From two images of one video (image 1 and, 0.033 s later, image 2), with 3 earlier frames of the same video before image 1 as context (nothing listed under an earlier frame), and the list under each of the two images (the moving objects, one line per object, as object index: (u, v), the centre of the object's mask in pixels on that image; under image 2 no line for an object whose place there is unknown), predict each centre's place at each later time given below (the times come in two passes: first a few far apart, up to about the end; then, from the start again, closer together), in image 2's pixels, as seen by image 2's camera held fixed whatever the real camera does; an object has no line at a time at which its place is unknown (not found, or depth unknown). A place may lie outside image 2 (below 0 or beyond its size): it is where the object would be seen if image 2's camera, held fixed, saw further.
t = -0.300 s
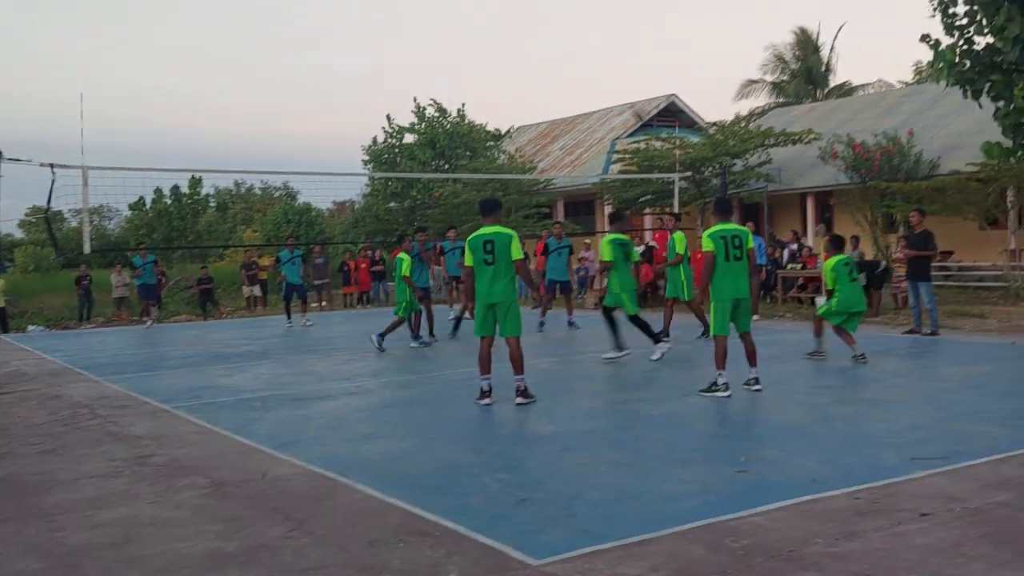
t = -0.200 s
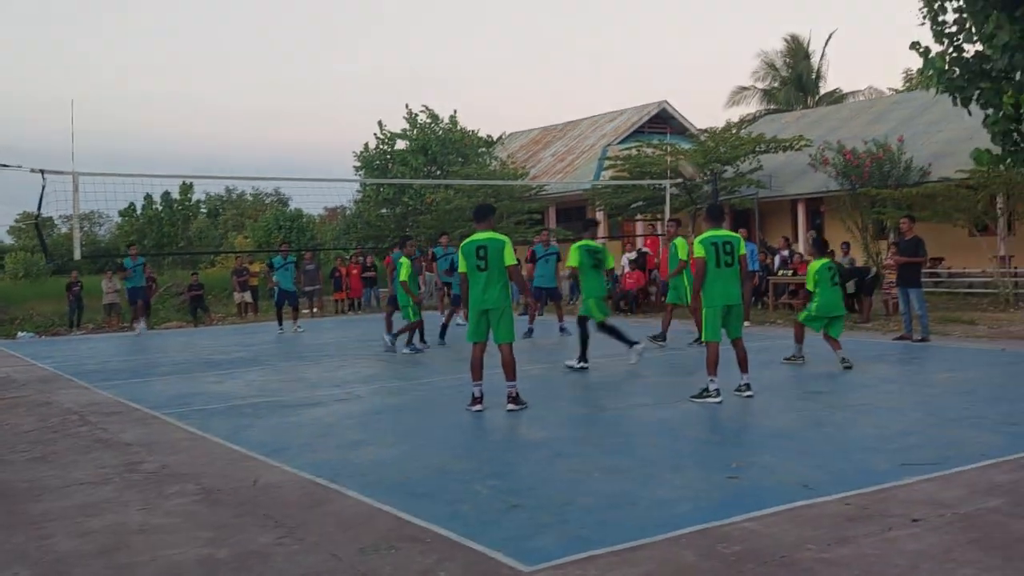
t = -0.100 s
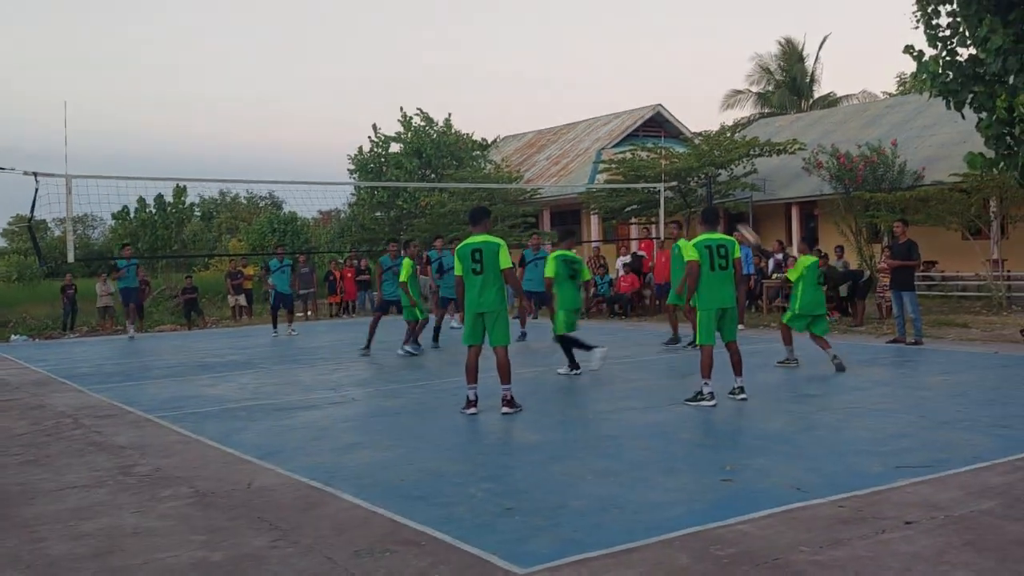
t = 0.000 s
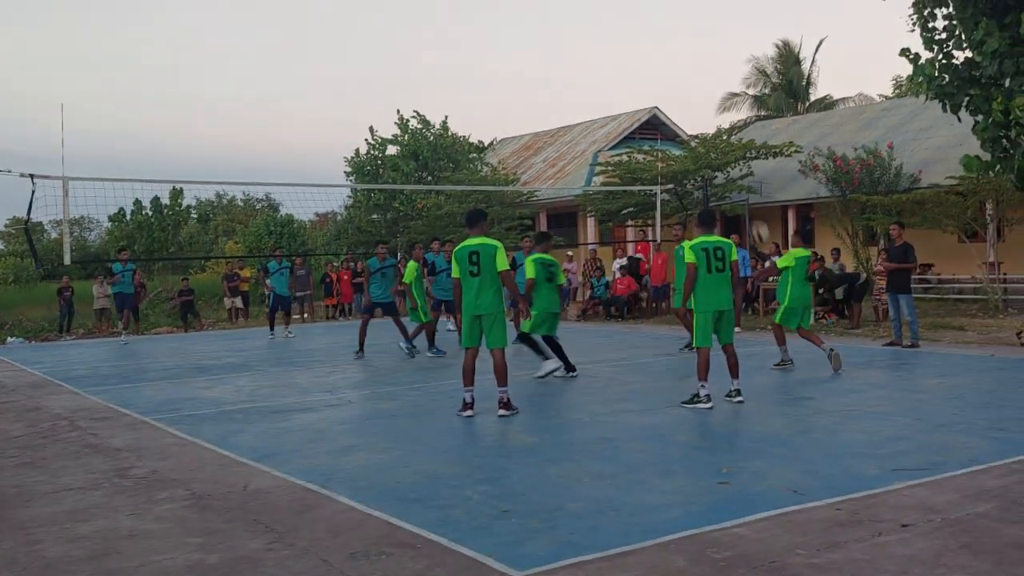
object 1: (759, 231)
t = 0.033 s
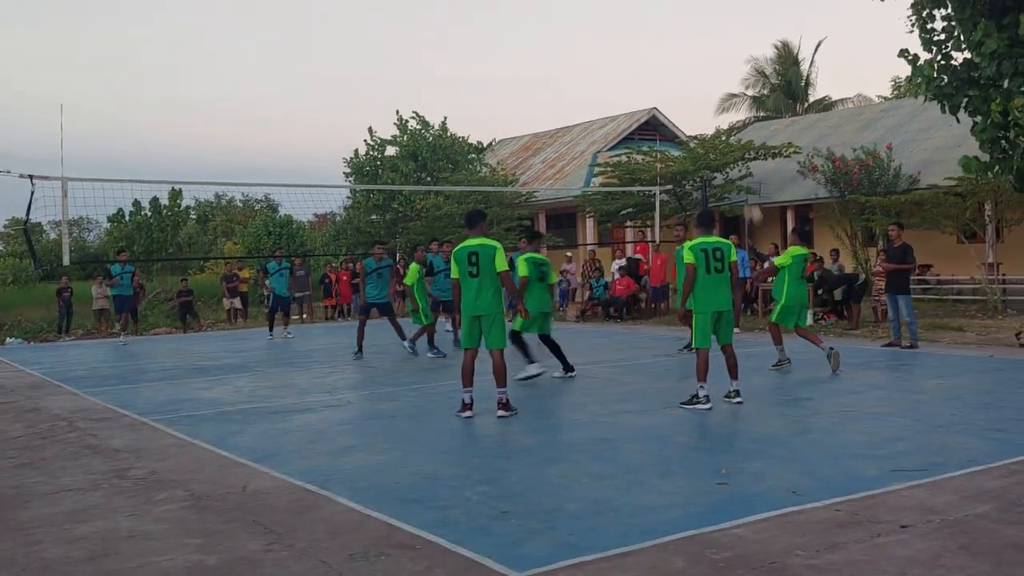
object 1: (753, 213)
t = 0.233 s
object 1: (721, 127)
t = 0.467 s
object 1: (690, 79)
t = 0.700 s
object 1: (666, 74)
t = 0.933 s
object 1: (647, 102)
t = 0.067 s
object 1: (747, 196)
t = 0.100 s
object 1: (742, 180)
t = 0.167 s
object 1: (730, 150)
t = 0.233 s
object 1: (721, 127)
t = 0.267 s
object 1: (715, 117)
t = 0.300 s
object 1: (713, 108)
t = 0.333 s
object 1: (707, 100)
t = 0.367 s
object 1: (702, 94)
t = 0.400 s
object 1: (698, 88)
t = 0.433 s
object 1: (694, 83)
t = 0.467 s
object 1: (690, 79)
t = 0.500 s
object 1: (686, 75)
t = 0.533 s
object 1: (682, 73)
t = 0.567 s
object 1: (679, 72)
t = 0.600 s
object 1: (676, 71)
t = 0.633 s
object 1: (672, 72)
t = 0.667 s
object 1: (669, 72)
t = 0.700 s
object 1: (666, 74)
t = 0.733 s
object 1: (663, 76)
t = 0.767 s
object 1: (660, 79)
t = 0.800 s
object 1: (657, 82)
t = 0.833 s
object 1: (654, 86)
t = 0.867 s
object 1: (652, 91)
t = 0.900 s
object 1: (649, 96)
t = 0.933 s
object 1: (647, 102)
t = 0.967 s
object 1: (644, 108)
